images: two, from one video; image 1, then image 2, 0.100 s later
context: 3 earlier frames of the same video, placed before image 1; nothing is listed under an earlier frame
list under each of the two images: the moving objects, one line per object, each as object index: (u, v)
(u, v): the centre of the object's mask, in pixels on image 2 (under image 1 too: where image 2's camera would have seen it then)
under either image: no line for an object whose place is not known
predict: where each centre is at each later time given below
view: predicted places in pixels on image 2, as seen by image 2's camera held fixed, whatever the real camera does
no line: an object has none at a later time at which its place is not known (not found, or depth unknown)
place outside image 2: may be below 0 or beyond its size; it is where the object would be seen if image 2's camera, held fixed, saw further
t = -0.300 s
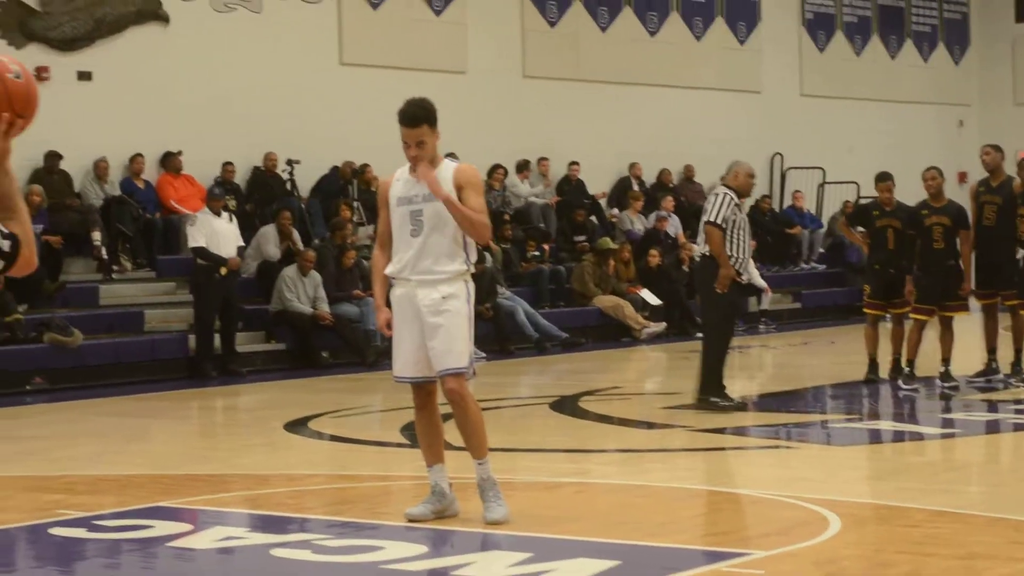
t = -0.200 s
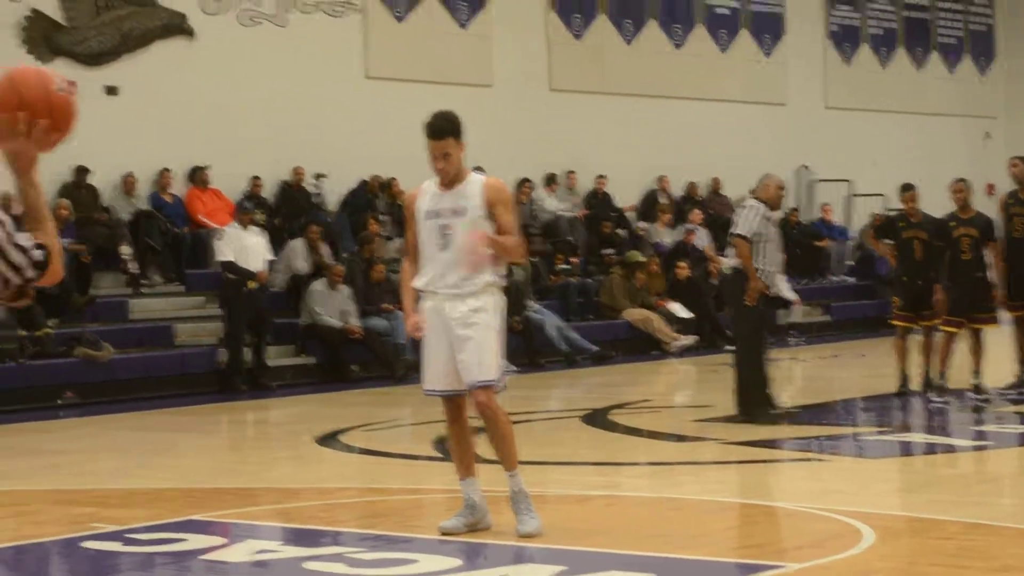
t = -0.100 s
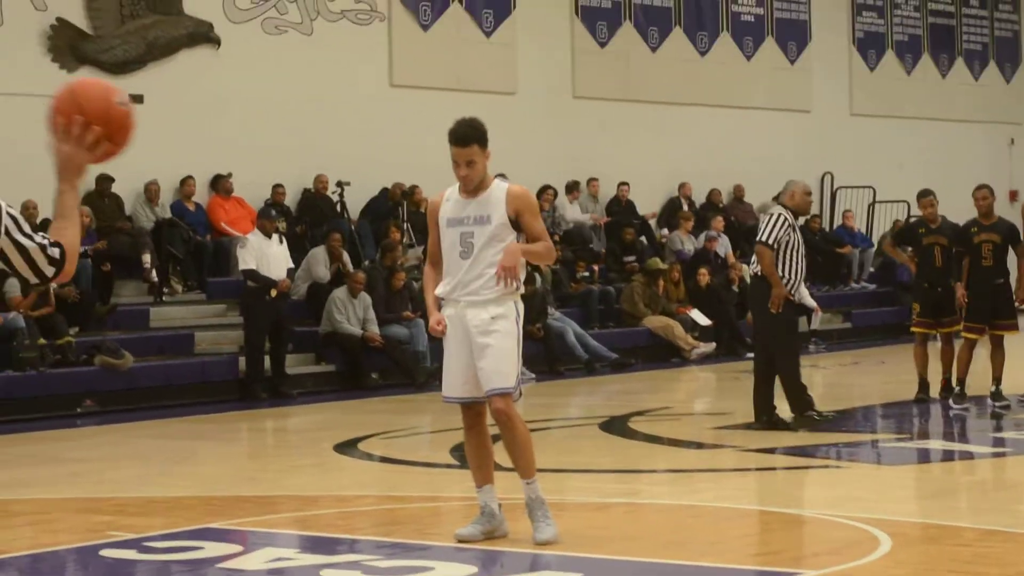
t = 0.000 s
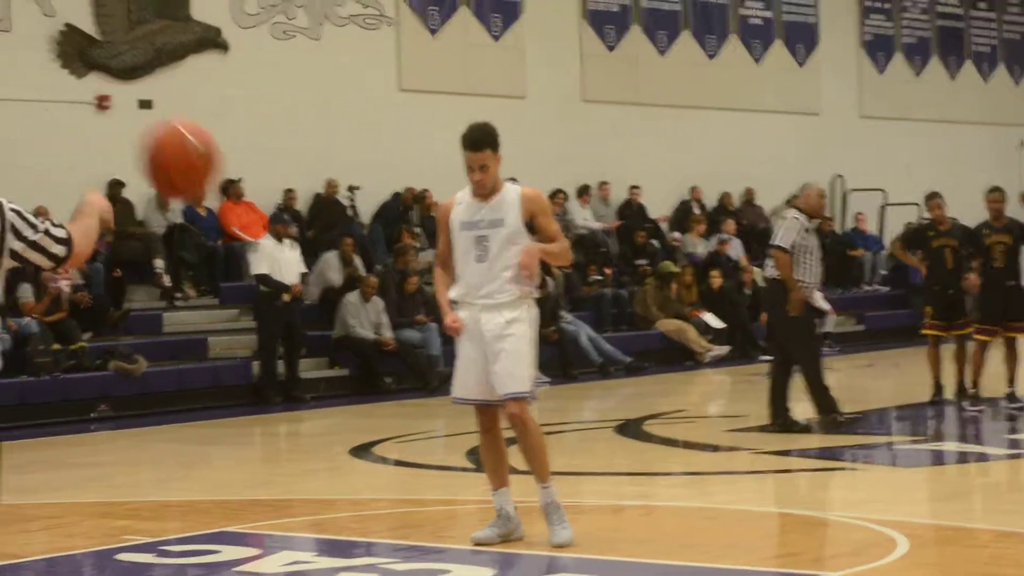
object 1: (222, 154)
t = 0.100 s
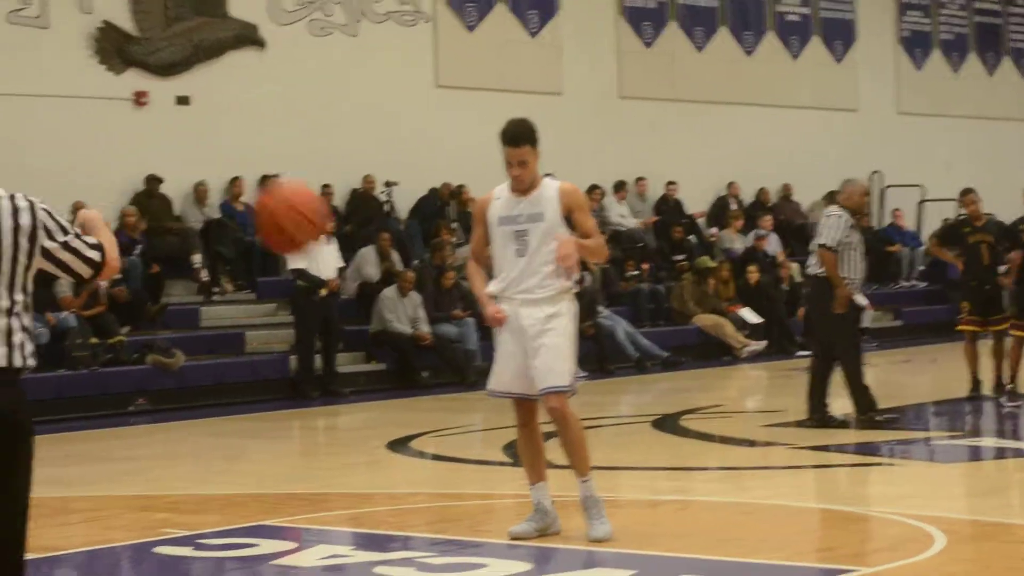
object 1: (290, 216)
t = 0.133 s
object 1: (313, 242)
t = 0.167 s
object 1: (340, 277)
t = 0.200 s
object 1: (358, 305)
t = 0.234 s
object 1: (379, 333)
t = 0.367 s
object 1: (443, 471)
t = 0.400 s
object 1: (459, 510)
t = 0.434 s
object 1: (475, 549)
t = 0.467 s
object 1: (480, 522)
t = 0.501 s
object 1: (484, 487)
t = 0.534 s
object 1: (488, 454)
